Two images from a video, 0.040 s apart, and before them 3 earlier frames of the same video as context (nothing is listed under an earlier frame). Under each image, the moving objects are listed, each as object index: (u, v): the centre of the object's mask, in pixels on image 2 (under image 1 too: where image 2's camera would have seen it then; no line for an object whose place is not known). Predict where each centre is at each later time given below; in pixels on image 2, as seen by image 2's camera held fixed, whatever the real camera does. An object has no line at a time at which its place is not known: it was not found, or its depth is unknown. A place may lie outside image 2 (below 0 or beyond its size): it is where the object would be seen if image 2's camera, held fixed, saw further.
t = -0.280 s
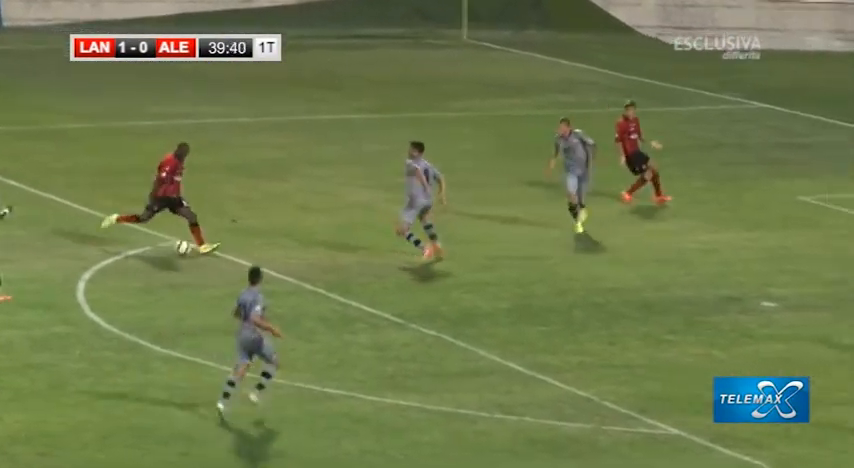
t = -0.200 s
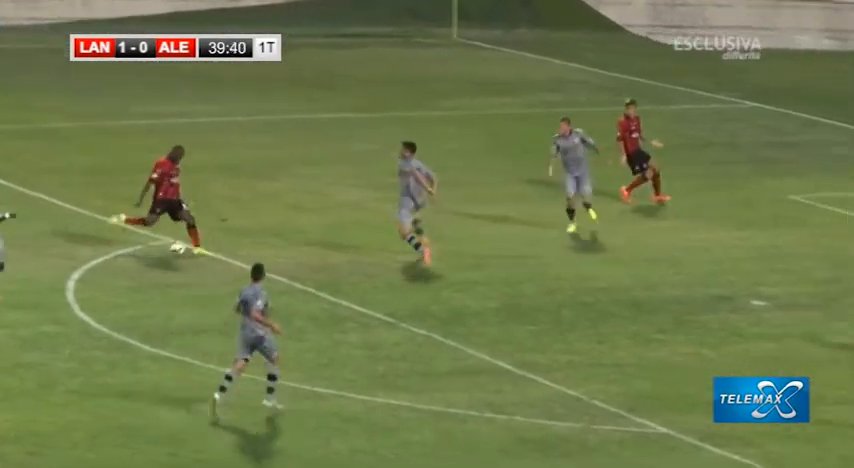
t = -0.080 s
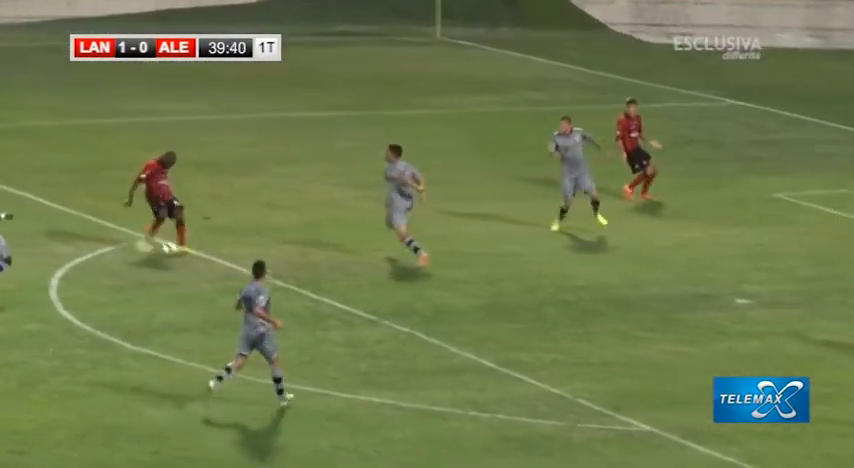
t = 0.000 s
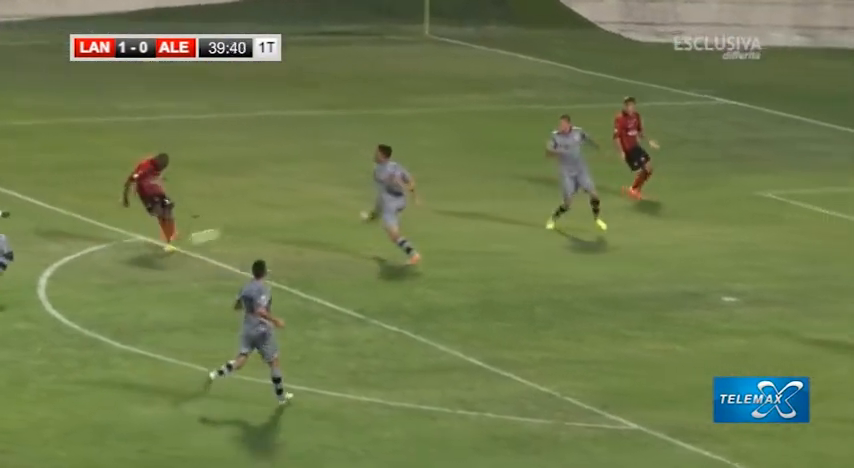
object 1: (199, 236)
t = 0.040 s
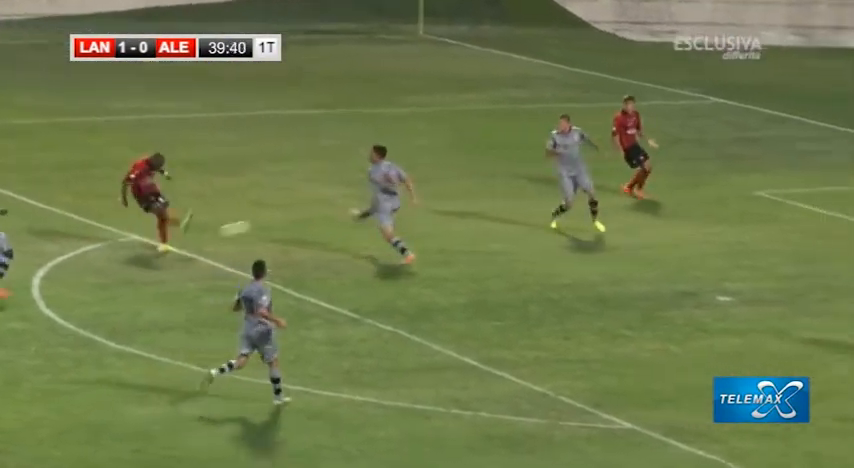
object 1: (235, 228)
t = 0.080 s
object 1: (271, 221)
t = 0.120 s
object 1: (306, 215)
